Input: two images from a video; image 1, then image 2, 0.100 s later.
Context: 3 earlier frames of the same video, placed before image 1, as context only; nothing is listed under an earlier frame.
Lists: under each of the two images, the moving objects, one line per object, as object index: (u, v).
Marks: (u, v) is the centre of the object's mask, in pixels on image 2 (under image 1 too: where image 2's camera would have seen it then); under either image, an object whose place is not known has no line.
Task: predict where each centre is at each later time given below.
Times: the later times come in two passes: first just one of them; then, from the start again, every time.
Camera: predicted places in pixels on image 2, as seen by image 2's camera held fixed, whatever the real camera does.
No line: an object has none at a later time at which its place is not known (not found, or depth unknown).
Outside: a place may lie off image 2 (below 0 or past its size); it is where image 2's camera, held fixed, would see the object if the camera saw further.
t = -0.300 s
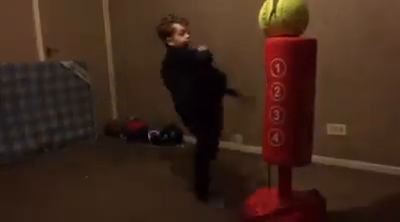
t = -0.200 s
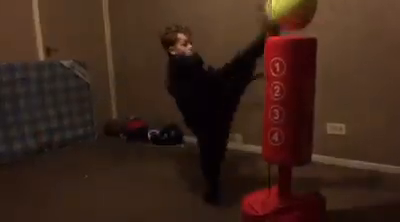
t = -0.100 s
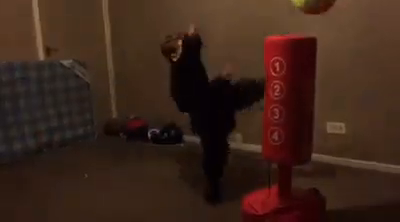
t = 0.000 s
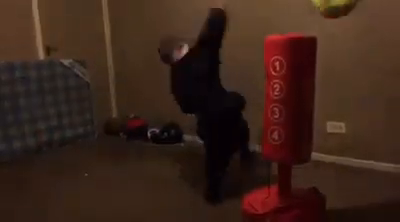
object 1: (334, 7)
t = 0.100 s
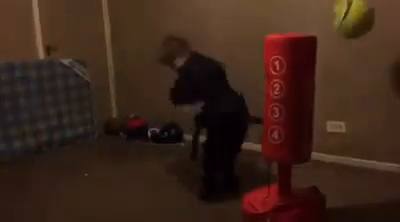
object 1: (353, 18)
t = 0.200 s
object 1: (369, 52)
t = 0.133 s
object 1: (358, 27)
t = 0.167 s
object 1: (363, 39)
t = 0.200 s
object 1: (369, 52)
